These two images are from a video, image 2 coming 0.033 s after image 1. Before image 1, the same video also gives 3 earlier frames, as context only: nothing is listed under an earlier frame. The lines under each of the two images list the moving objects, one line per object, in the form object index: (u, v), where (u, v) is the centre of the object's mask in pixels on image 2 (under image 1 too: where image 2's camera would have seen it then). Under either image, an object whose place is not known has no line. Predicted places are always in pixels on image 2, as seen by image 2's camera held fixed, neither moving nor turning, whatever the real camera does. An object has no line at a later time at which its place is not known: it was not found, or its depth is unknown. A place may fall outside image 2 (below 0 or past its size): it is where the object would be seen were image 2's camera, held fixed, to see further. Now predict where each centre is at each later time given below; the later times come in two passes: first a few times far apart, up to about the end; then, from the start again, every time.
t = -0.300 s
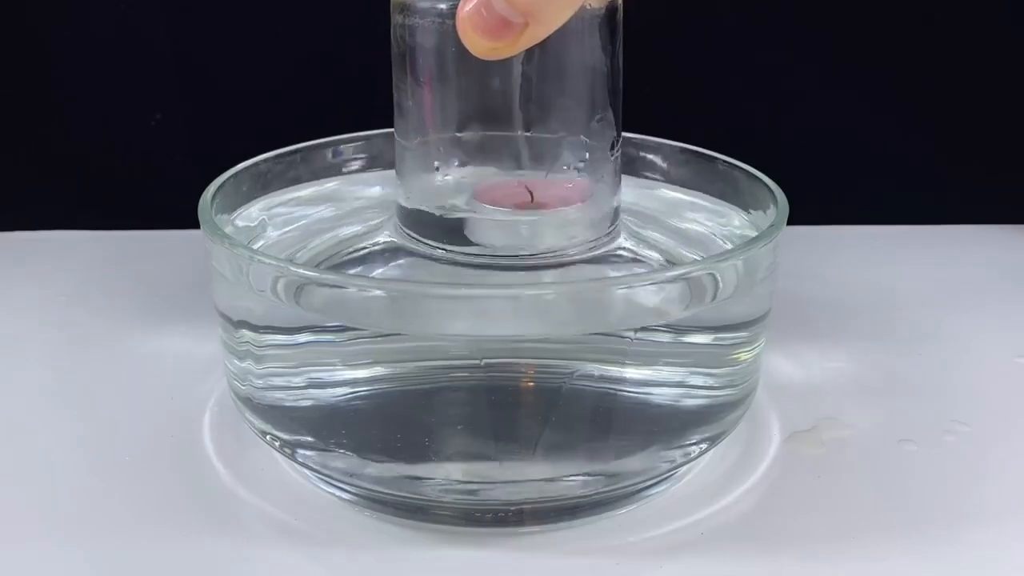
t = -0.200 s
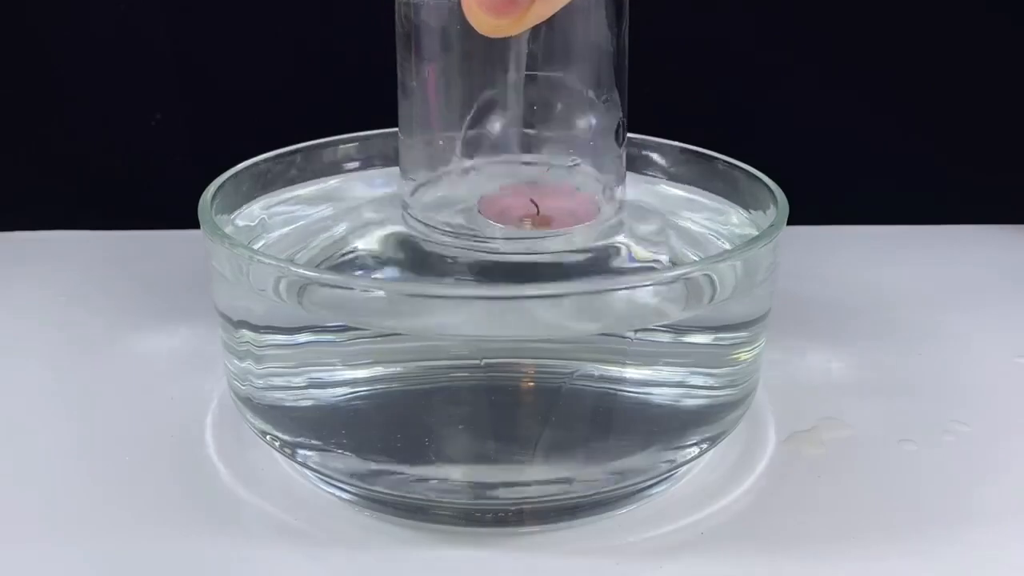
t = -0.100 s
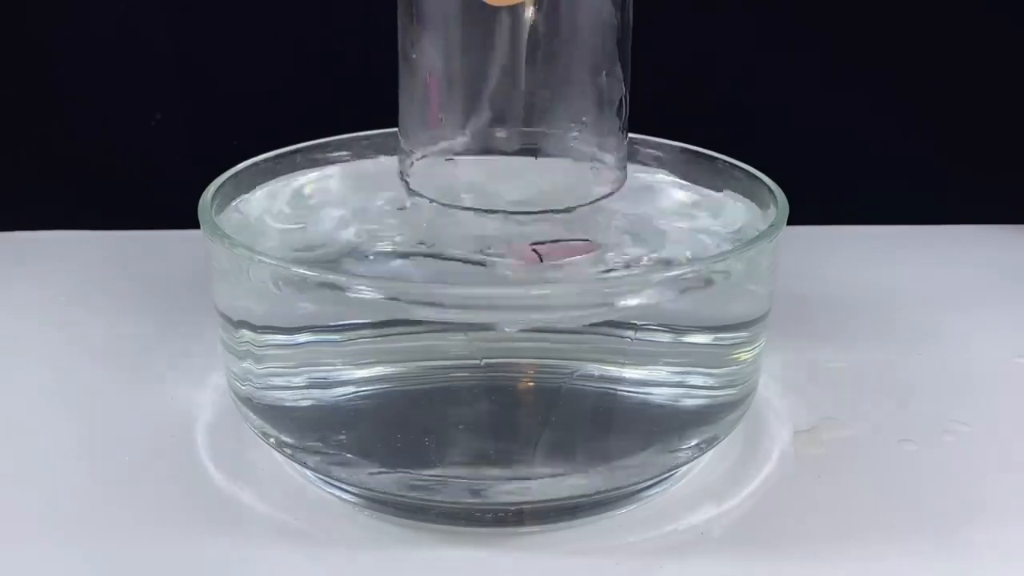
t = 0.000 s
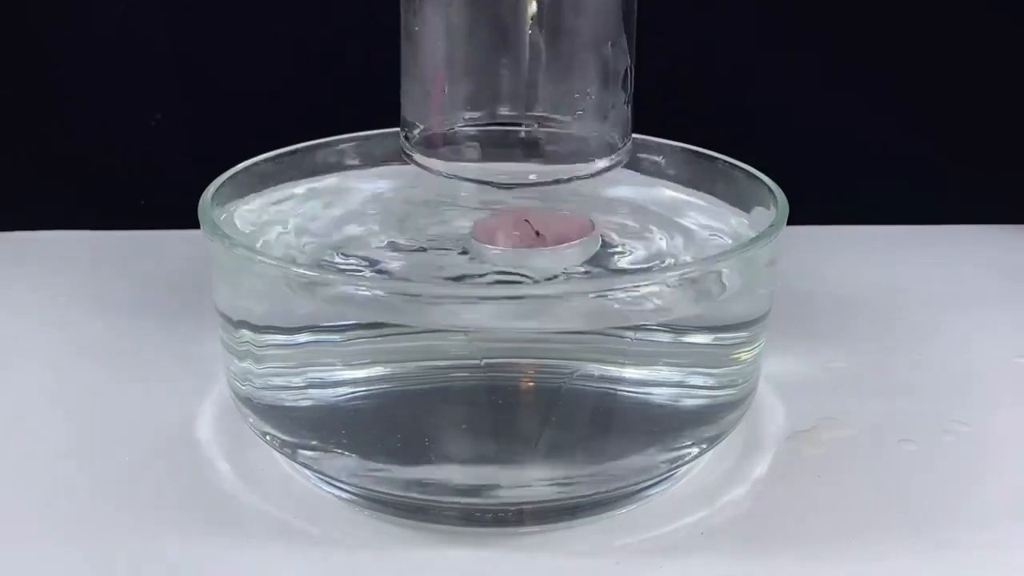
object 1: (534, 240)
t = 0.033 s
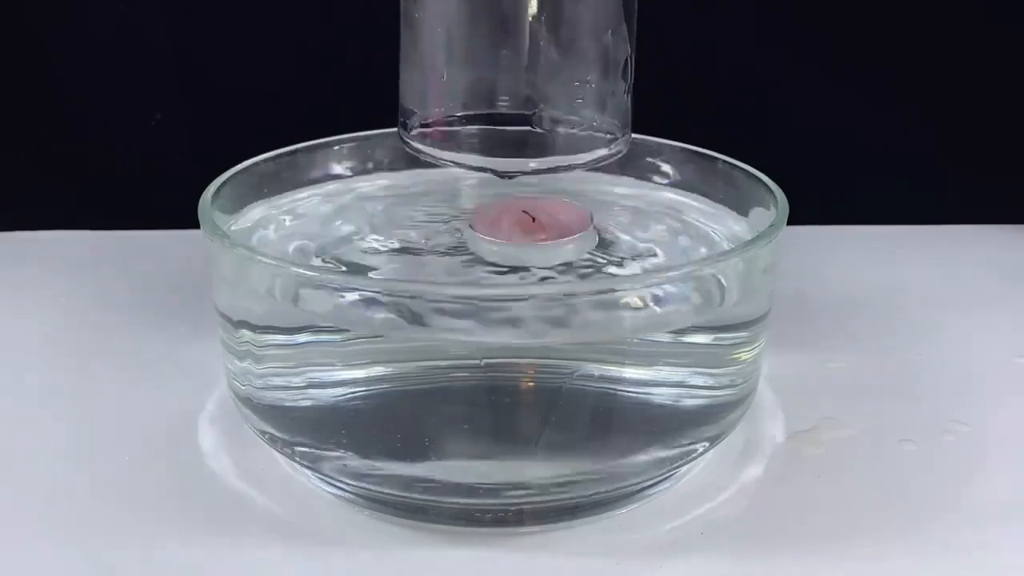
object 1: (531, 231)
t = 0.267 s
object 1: (522, 262)
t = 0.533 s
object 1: (496, 275)
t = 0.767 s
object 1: (467, 269)
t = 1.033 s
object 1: (445, 262)
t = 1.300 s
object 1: (428, 257)
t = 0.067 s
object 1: (529, 230)
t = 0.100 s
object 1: (530, 237)
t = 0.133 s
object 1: (528, 248)
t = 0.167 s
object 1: (529, 258)
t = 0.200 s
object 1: (528, 264)
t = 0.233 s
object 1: (527, 266)
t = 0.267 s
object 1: (522, 262)
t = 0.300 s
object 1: (524, 257)
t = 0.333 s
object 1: (515, 251)
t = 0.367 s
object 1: (509, 249)
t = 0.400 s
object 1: (505, 252)
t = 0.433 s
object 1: (503, 259)
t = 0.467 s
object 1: (501, 268)
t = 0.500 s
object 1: (499, 274)
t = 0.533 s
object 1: (496, 275)
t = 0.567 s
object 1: (488, 270)
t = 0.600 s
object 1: (482, 262)
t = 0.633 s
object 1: (483, 257)
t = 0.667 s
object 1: (482, 256)
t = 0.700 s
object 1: (479, 259)
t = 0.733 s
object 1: (474, 264)
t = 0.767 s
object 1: (467, 269)
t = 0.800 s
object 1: (463, 272)
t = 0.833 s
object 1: (459, 271)
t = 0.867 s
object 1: (458, 269)
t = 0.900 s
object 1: (457, 265)
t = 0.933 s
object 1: (454, 260)
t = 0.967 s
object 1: (451, 258)
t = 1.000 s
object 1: (448, 259)
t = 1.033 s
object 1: (445, 262)
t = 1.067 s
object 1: (440, 265)
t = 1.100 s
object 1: (438, 268)
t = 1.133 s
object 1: (434, 269)
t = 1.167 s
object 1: (432, 267)
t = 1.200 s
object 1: (435, 264)
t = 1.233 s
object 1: (436, 260)
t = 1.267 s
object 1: (433, 257)
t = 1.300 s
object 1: (428, 257)
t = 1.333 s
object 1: (426, 259)
